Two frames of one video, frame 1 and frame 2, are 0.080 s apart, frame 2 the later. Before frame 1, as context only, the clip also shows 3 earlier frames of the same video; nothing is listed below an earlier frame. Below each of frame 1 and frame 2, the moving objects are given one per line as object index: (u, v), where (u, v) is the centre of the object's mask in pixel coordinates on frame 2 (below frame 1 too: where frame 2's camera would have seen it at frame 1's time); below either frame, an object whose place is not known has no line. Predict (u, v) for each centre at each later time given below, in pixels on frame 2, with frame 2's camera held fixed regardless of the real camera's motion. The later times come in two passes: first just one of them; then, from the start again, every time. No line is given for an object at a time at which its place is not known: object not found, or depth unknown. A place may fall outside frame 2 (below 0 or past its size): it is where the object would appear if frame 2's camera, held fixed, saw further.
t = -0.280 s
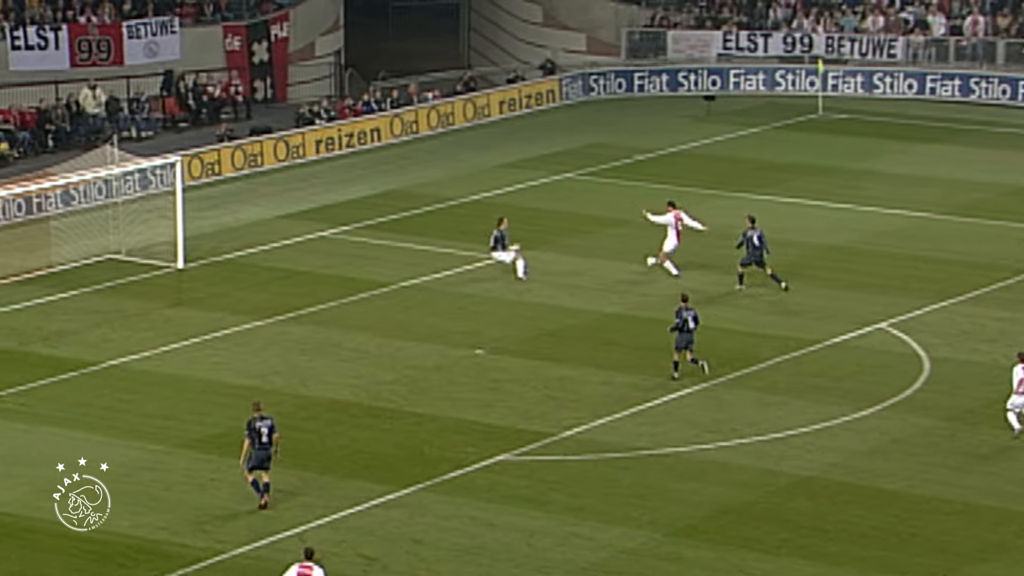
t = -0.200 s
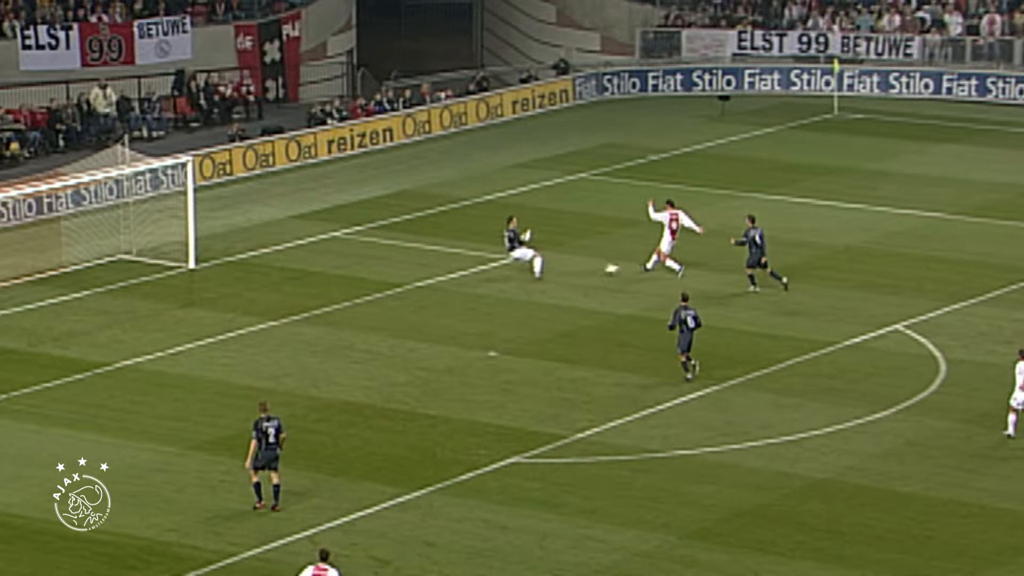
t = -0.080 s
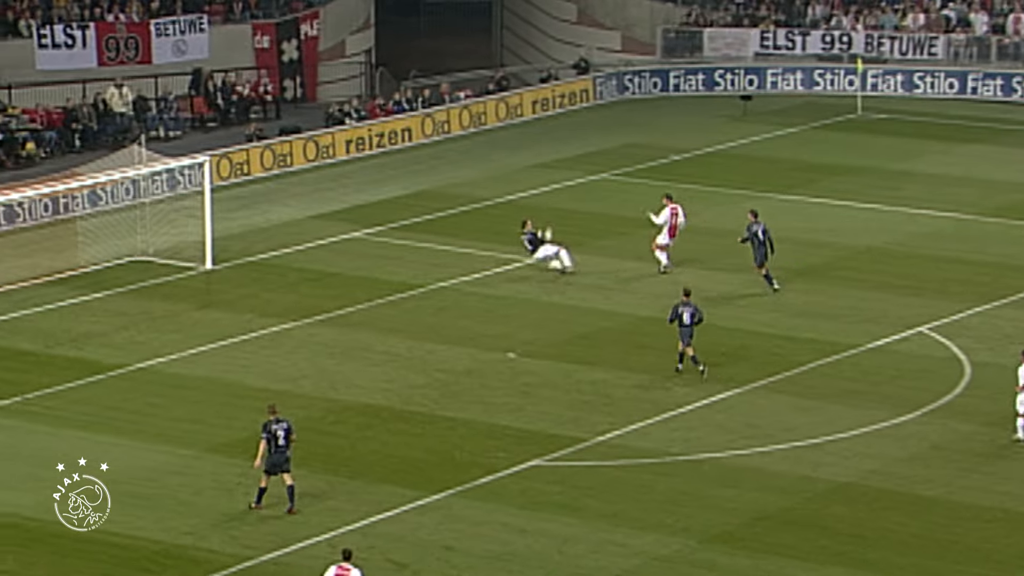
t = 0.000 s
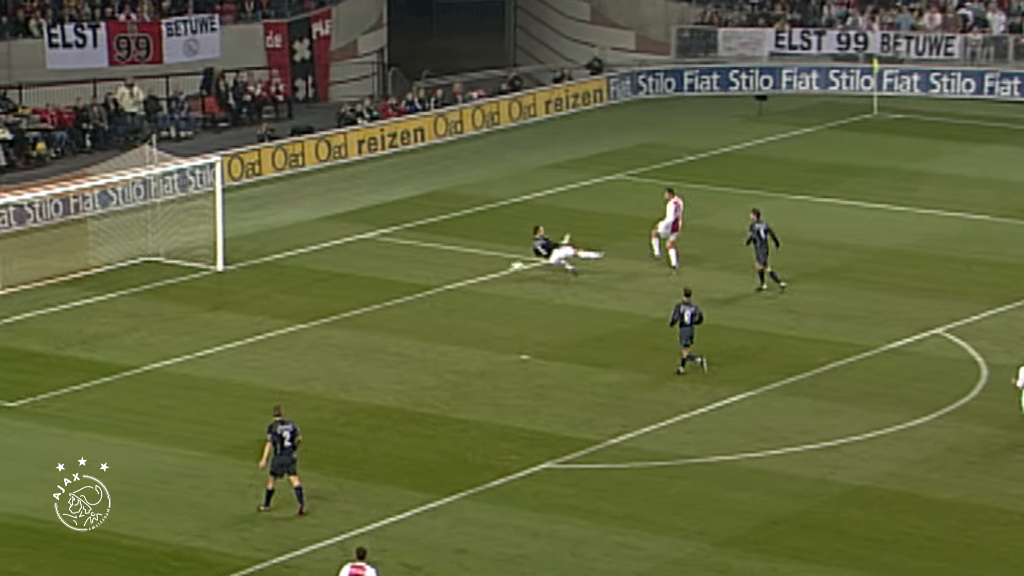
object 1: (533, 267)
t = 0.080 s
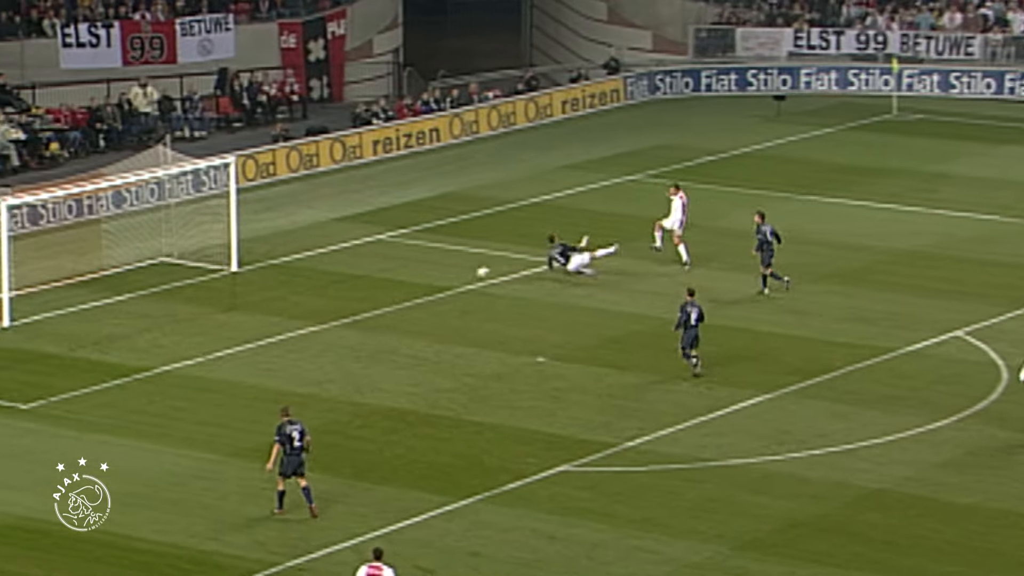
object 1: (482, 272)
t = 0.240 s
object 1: (383, 291)
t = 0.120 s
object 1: (457, 275)
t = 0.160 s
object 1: (432, 279)
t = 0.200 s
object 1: (408, 285)
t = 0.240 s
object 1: (383, 291)
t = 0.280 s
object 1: (361, 291)
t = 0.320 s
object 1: (341, 289)
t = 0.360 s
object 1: (319, 288)
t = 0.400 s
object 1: (298, 288)
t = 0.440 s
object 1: (278, 290)
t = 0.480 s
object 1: (257, 292)
